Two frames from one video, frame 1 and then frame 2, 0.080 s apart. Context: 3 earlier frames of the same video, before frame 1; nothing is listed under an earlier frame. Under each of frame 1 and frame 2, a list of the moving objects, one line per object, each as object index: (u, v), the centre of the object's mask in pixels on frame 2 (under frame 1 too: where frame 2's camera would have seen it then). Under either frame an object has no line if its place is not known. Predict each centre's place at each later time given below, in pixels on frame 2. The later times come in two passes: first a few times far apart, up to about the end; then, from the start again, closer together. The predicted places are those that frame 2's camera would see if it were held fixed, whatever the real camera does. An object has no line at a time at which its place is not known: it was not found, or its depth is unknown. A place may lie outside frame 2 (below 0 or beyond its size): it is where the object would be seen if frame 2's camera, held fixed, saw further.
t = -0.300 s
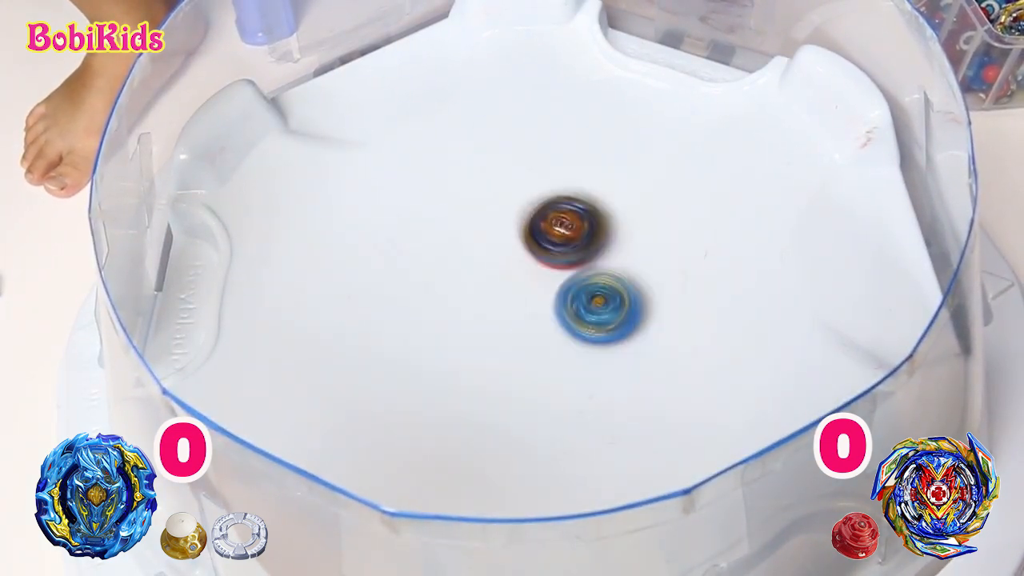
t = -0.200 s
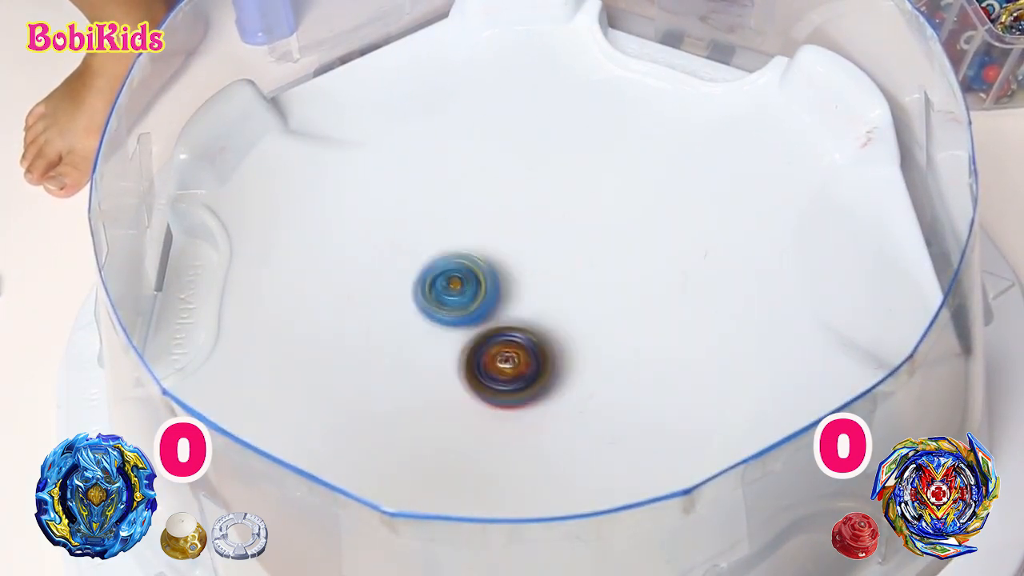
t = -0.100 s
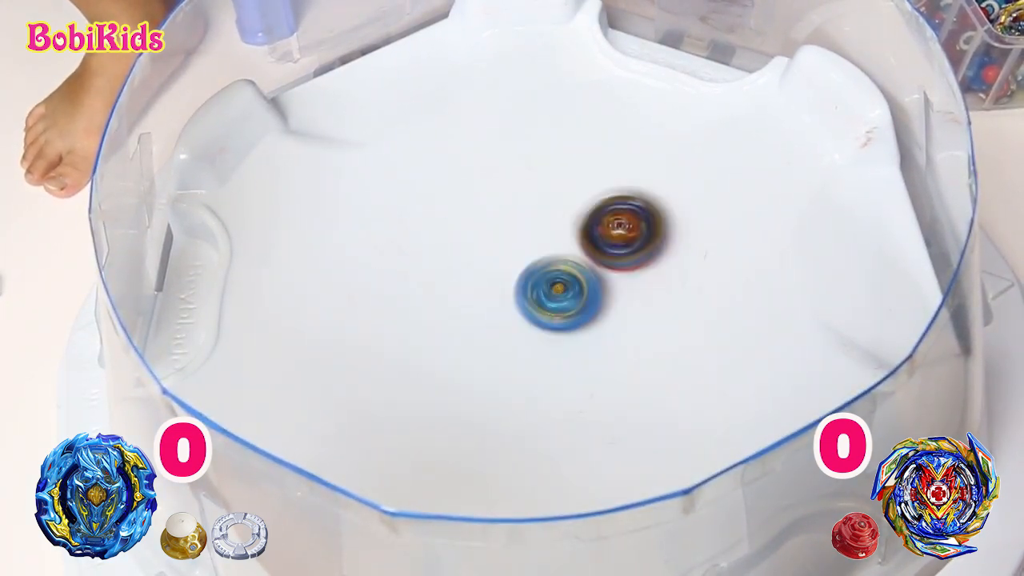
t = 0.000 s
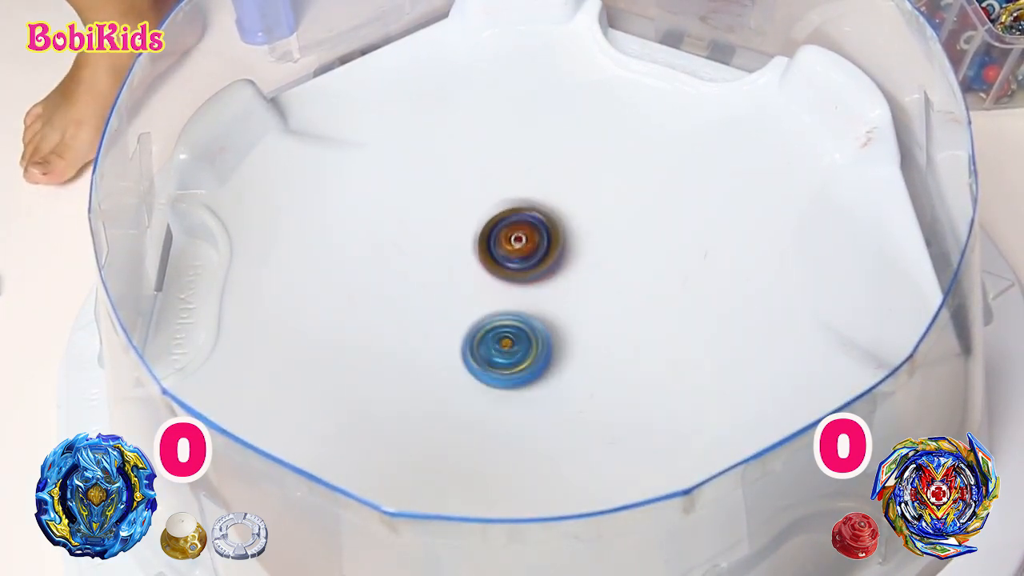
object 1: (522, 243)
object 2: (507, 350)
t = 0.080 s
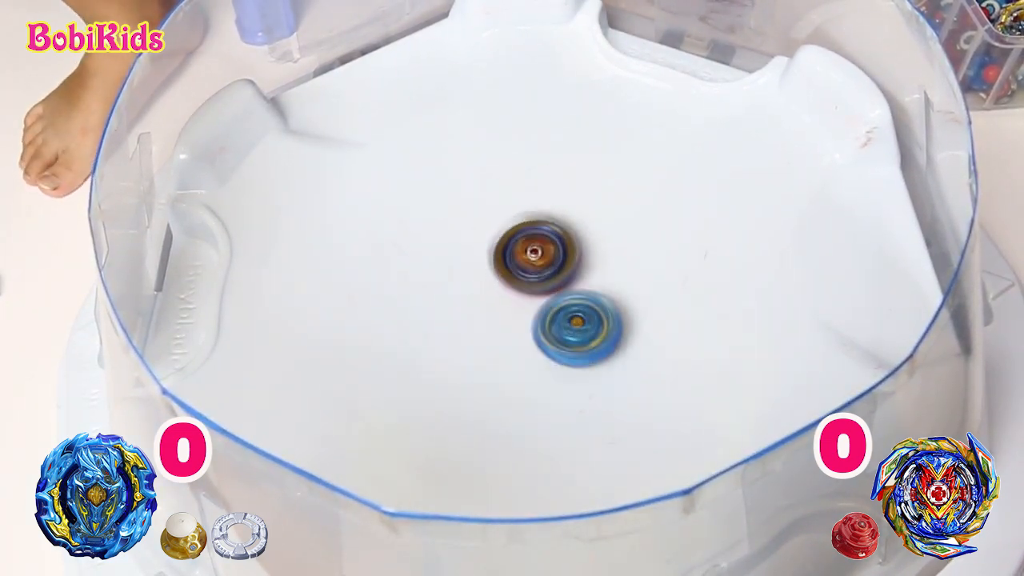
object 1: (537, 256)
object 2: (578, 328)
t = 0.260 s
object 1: (486, 269)
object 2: (552, 336)
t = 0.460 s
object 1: (525, 243)
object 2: (524, 332)
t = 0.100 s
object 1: (531, 240)
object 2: (581, 329)
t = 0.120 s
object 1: (529, 248)
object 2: (580, 318)
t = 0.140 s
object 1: (512, 240)
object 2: (588, 334)
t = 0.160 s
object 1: (499, 238)
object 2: (593, 334)
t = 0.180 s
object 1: (490, 242)
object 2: (590, 326)
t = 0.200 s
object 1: (486, 251)
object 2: (579, 319)
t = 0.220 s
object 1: (490, 263)
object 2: (561, 315)
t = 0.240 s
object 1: (489, 267)
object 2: (554, 324)
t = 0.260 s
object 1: (486, 269)
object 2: (552, 336)
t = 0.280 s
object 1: (490, 273)
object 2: (550, 342)
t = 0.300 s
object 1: (495, 278)
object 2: (548, 345)
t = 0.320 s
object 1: (503, 276)
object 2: (546, 348)
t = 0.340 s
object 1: (510, 271)
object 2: (546, 350)
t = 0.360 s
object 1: (515, 265)
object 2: (546, 345)
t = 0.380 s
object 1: (520, 260)
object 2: (542, 338)
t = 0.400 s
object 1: (520, 240)
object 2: (537, 347)
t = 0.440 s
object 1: (522, 240)
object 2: (530, 340)
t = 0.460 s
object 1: (525, 243)
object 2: (524, 332)
